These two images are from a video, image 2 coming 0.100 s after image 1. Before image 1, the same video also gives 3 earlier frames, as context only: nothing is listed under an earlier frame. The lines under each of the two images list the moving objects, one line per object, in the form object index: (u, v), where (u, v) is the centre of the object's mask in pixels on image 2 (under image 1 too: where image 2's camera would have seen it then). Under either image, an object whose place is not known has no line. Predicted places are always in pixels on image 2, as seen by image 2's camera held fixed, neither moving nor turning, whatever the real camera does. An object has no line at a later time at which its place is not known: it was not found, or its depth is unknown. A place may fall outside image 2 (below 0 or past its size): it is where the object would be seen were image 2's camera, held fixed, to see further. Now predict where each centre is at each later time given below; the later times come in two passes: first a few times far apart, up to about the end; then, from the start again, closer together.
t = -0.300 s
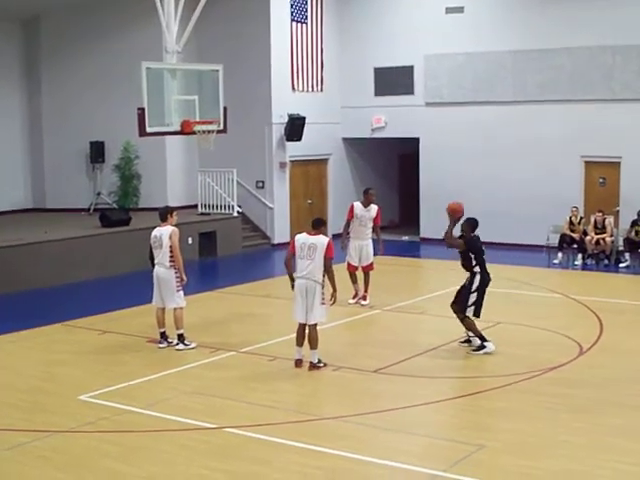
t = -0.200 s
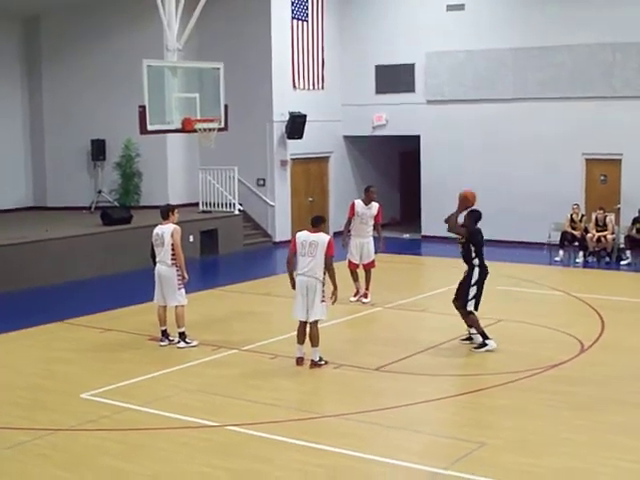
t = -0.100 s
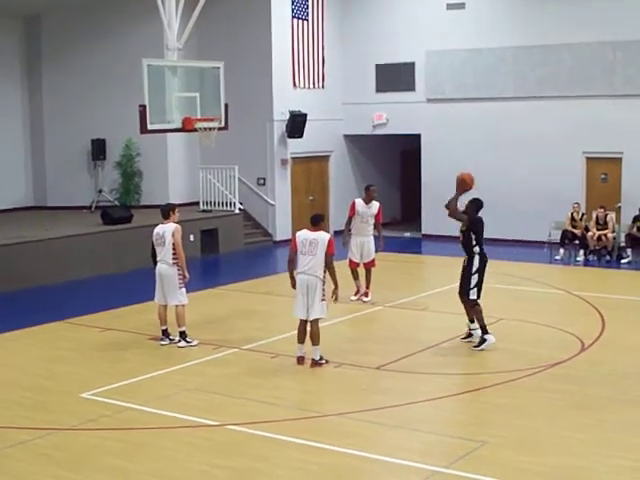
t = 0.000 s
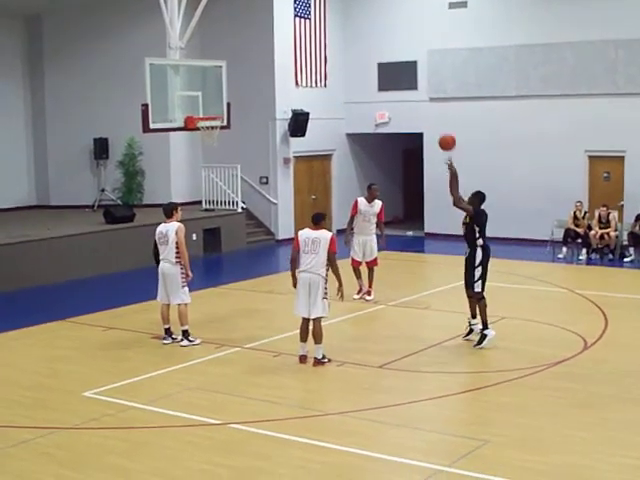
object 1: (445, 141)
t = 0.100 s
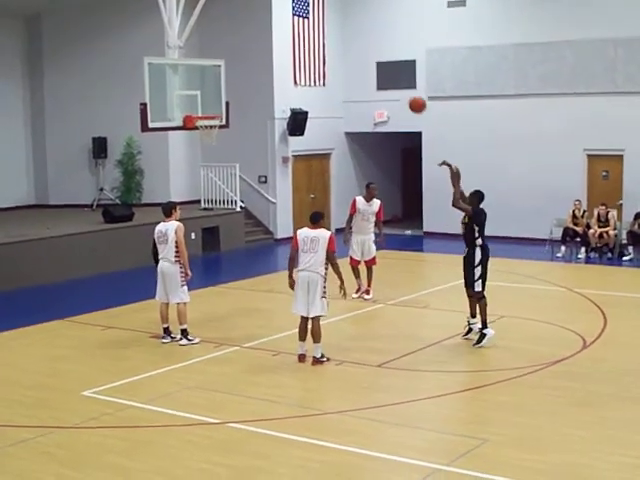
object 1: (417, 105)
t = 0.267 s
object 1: (372, 63)
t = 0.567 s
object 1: (299, 43)
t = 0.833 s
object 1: (242, 76)
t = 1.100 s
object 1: (215, 90)
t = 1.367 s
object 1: (211, 79)
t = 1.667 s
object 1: (210, 121)
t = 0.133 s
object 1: (407, 94)
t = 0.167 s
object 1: (399, 85)
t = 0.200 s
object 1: (391, 76)
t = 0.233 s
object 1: (381, 70)
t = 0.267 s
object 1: (372, 63)
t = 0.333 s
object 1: (355, 53)
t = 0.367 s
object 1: (347, 49)
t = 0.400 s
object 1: (338, 46)
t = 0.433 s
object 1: (330, 44)
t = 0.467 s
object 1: (322, 42)
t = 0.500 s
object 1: (315, 42)
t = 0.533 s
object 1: (306, 42)
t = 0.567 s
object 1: (299, 43)
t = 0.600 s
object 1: (292, 45)
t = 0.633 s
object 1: (284, 47)
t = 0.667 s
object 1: (277, 50)
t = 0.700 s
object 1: (269, 54)
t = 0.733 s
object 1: (263, 59)
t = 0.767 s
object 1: (255, 64)
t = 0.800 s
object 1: (249, 70)
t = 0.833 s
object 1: (242, 76)
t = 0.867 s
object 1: (236, 83)
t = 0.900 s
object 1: (230, 91)
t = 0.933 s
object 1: (223, 100)
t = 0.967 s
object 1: (217, 109)
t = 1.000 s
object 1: (216, 106)
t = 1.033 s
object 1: (215, 100)
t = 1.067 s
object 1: (215, 95)
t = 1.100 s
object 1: (215, 90)
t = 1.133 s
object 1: (214, 87)
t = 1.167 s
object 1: (213, 83)
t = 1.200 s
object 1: (213, 81)
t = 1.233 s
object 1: (212, 79)
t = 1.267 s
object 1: (212, 79)
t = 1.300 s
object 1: (212, 79)
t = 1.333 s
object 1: (211, 78)
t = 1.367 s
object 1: (211, 79)
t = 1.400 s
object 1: (210, 81)
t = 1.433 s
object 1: (210, 83)
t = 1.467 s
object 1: (210, 87)
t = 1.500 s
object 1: (210, 90)
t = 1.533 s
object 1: (210, 95)
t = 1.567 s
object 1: (209, 101)
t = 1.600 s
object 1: (209, 107)
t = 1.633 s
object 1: (210, 113)
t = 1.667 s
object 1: (210, 121)
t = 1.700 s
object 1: (209, 129)
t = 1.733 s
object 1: (208, 138)
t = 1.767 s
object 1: (208, 149)
